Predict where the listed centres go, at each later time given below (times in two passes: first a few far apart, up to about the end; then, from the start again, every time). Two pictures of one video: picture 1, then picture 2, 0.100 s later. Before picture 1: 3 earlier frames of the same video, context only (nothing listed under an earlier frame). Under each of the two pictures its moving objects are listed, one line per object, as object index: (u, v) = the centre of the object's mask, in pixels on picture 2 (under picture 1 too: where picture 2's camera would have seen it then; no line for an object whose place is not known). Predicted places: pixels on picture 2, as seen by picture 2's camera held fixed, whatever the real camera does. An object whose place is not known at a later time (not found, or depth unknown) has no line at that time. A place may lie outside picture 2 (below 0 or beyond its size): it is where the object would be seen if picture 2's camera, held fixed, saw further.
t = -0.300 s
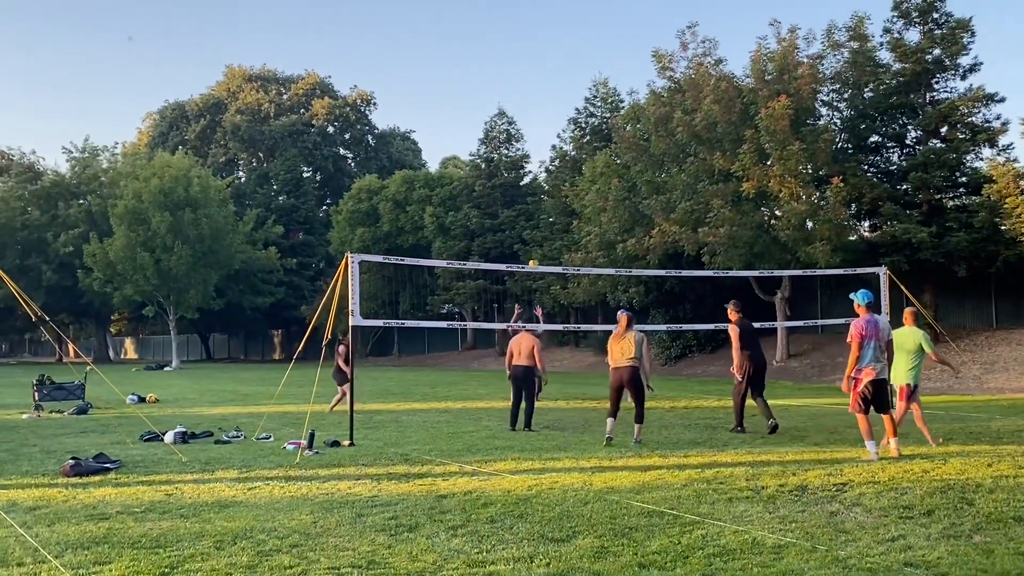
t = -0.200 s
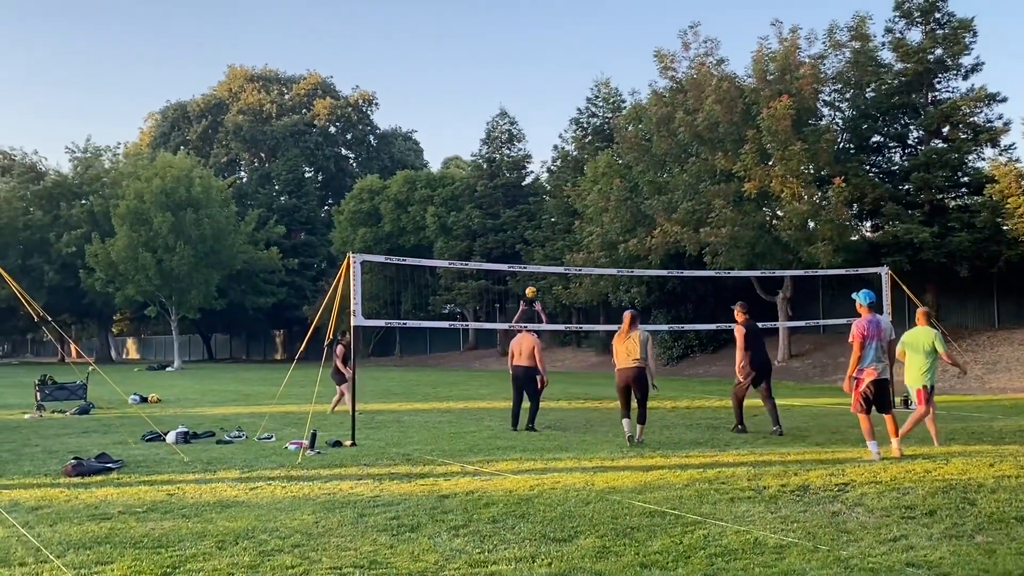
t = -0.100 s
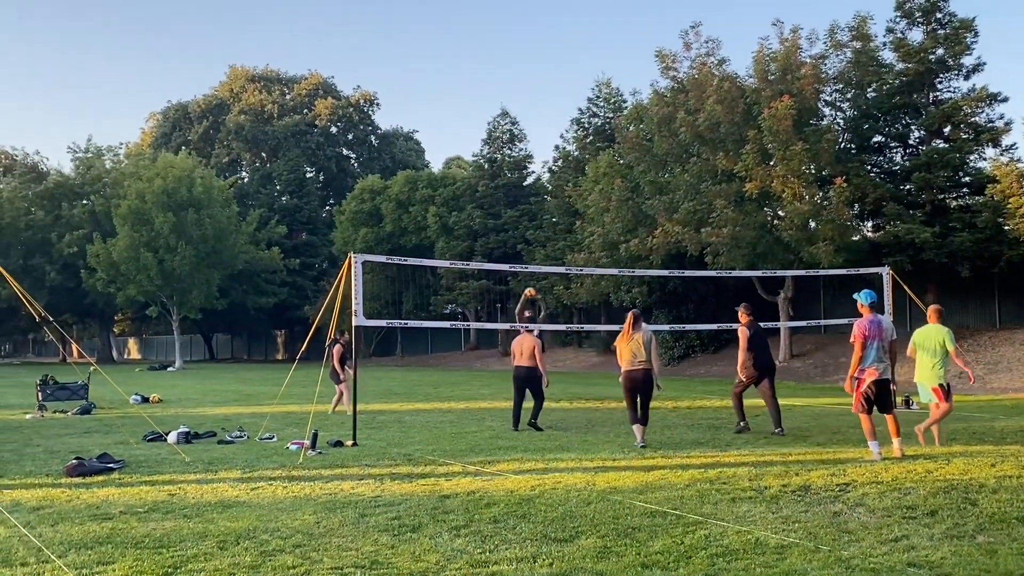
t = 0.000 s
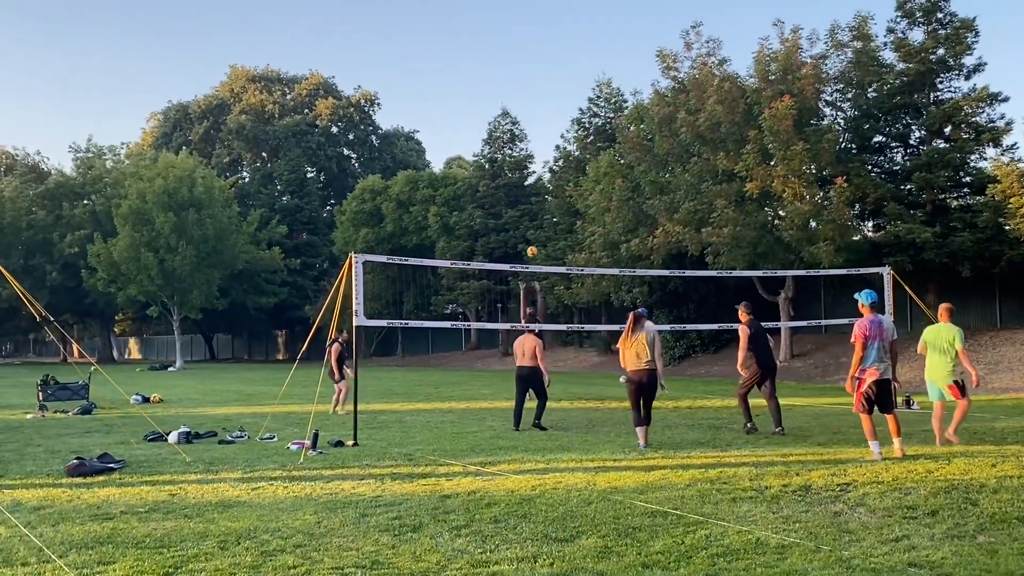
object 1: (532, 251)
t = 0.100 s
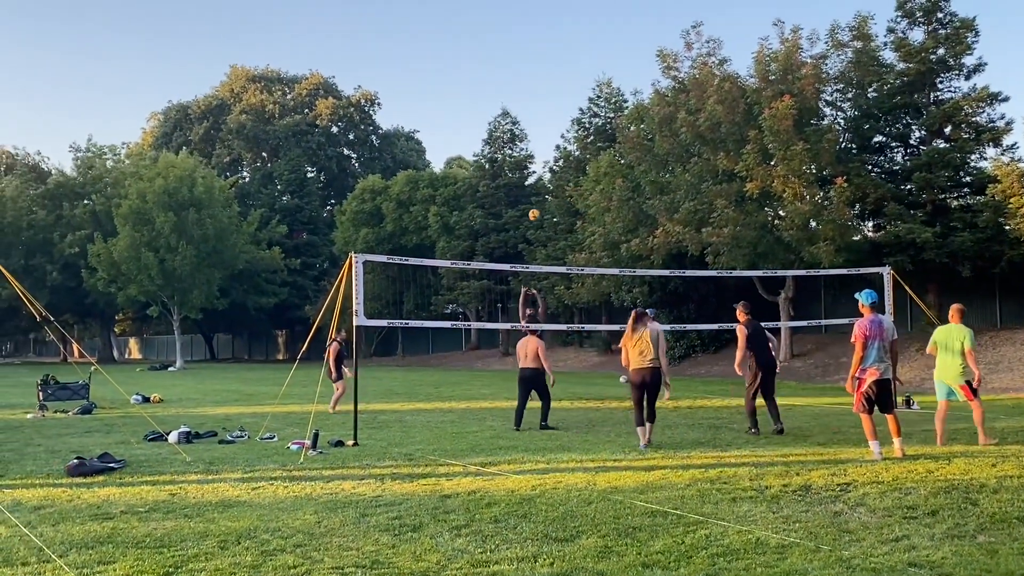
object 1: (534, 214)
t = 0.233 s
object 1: (535, 174)
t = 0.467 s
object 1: (538, 125)
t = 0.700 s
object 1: (539, 105)
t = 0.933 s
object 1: (540, 114)
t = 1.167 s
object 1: (542, 155)
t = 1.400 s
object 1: (543, 228)
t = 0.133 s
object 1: (534, 203)
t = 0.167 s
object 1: (534, 193)
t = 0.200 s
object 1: (535, 184)
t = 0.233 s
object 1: (535, 174)
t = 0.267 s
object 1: (536, 166)
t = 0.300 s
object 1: (536, 157)
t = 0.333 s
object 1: (537, 150)
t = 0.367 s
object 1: (537, 143)
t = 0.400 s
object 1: (537, 136)
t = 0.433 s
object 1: (538, 131)
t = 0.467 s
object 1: (538, 125)
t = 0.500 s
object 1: (538, 121)
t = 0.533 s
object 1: (538, 116)
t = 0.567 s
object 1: (538, 113)
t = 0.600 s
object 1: (539, 110)
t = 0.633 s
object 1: (539, 108)
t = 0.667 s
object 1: (539, 106)
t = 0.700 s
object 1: (539, 105)
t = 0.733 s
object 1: (539, 104)
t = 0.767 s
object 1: (539, 104)
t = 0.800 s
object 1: (540, 105)
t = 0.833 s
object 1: (540, 106)
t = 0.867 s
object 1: (540, 108)
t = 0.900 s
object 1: (540, 111)
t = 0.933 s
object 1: (540, 114)
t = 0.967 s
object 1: (541, 118)
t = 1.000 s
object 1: (541, 123)
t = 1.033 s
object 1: (541, 128)
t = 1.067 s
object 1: (541, 134)
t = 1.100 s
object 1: (541, 140)
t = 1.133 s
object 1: (542, 147)
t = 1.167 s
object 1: (542, 155)
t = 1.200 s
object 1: (542, 163)
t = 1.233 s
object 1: (542, 173)
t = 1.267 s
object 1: (541, 183)
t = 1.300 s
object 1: (542, 193)
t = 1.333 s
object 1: (542, 204)
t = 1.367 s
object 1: (543, 216)
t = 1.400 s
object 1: (543, 228)
